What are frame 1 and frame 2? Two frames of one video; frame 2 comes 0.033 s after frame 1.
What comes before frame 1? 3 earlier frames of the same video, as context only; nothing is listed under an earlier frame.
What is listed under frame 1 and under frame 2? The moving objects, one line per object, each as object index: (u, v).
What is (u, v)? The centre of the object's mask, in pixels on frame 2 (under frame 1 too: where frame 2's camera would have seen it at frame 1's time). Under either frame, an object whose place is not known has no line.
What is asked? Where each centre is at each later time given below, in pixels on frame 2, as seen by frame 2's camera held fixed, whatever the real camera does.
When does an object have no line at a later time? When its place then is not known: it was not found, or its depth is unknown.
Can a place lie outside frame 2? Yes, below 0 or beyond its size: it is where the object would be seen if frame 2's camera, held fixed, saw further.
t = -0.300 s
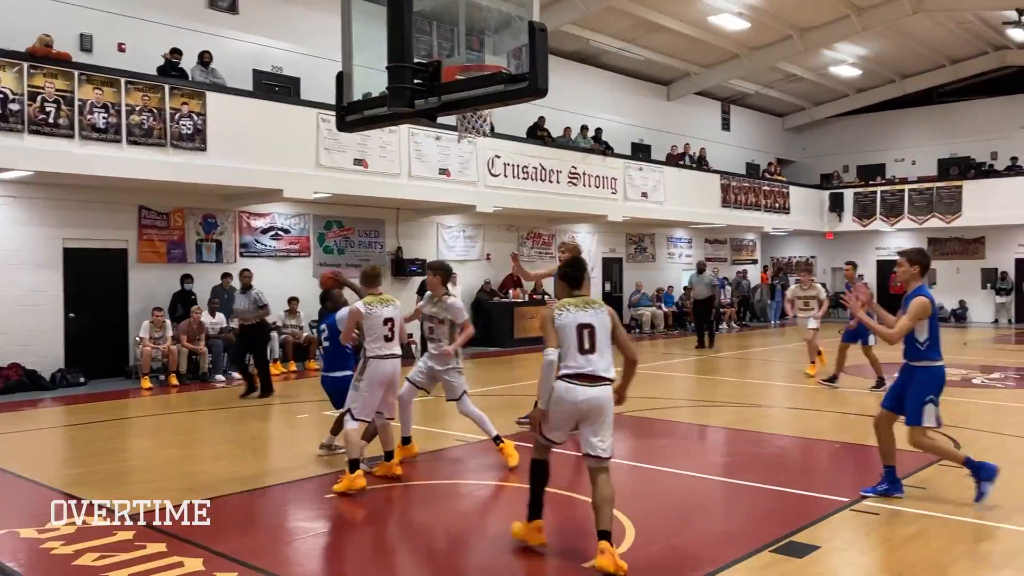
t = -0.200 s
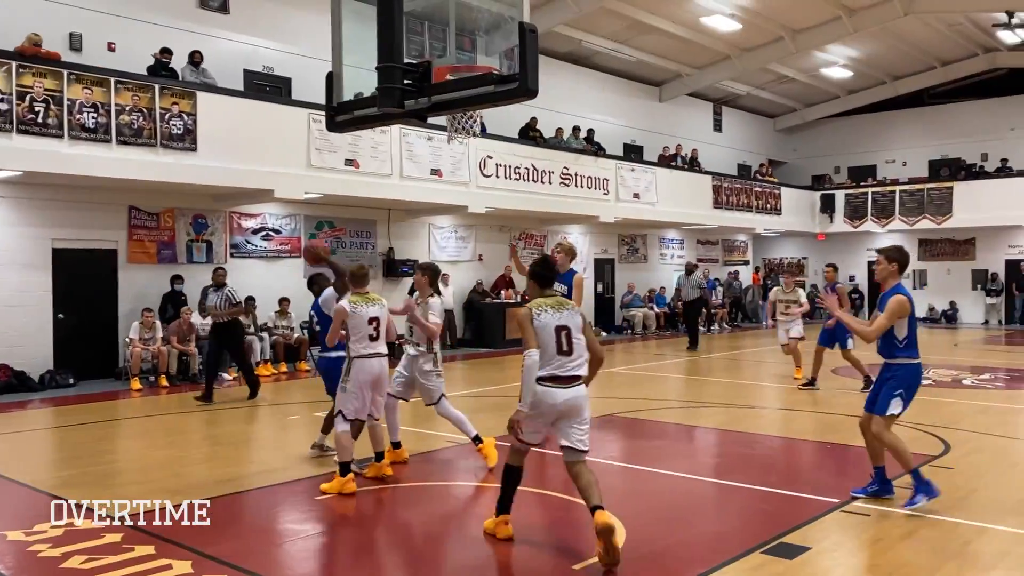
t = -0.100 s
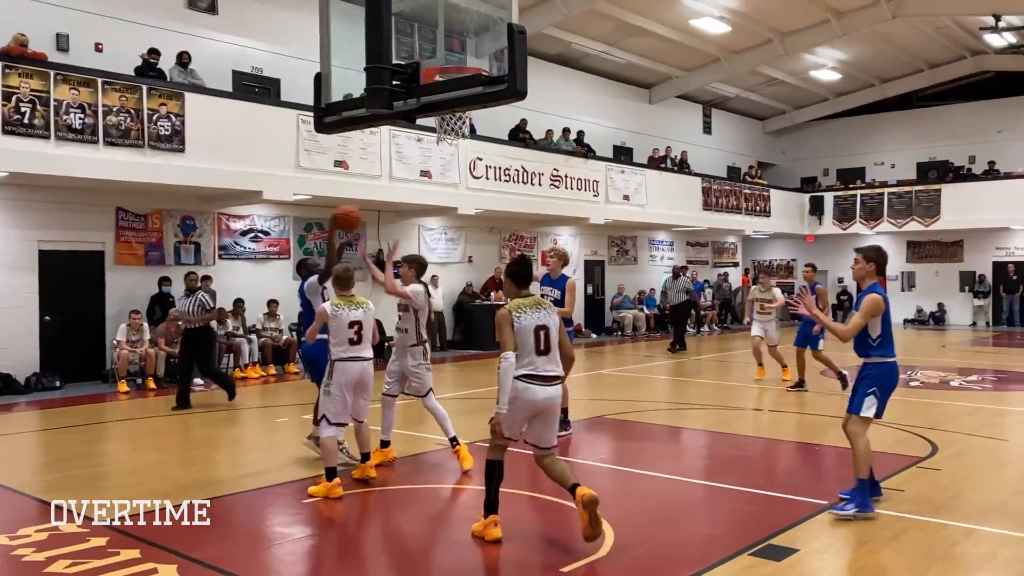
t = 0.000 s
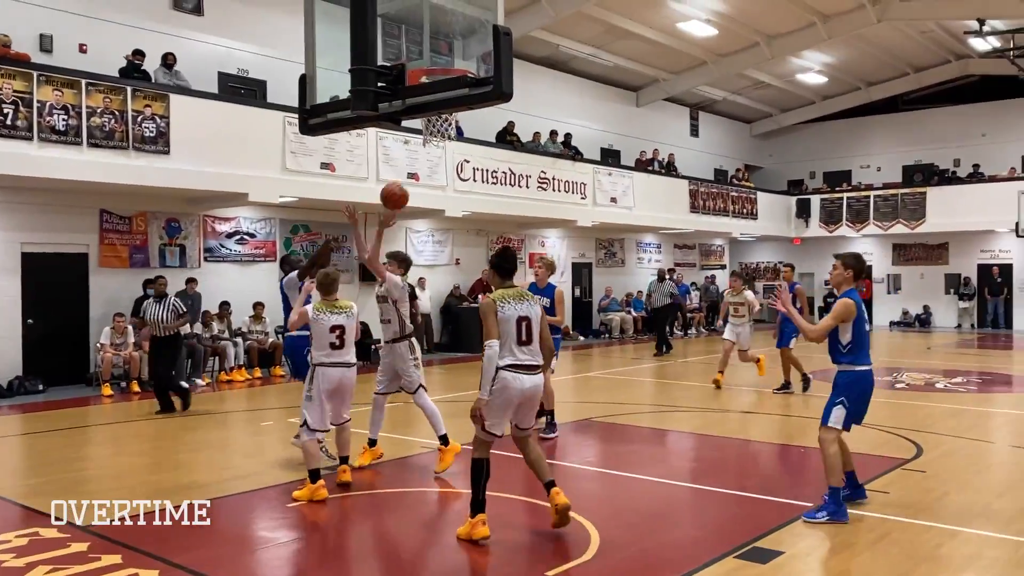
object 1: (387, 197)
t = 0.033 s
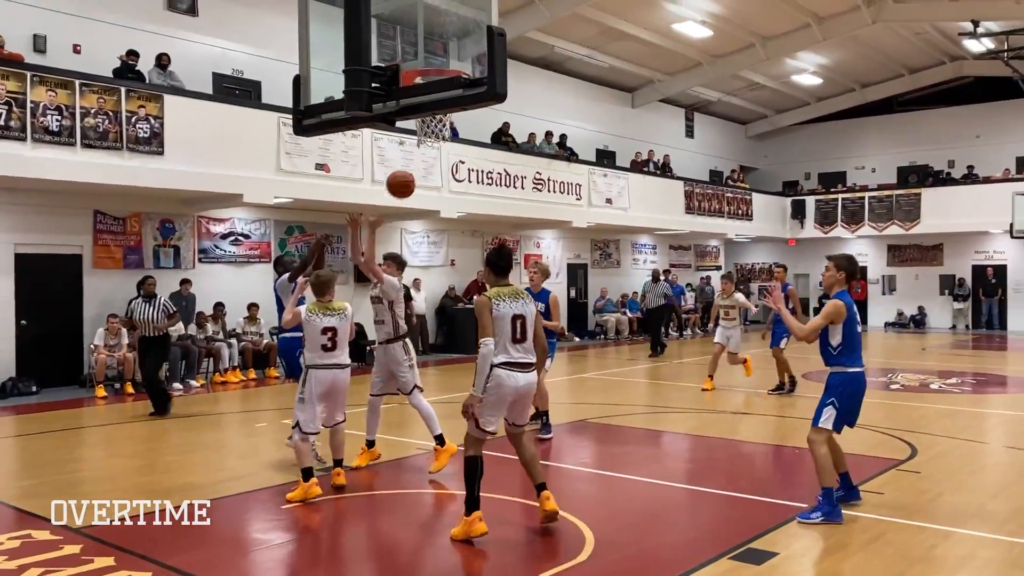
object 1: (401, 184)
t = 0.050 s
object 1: (407, 178)
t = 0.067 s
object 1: (414, 172)
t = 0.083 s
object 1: (421, 166)
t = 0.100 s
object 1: (427, 161)
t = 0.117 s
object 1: (434, 156)
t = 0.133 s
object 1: (440, 152)
